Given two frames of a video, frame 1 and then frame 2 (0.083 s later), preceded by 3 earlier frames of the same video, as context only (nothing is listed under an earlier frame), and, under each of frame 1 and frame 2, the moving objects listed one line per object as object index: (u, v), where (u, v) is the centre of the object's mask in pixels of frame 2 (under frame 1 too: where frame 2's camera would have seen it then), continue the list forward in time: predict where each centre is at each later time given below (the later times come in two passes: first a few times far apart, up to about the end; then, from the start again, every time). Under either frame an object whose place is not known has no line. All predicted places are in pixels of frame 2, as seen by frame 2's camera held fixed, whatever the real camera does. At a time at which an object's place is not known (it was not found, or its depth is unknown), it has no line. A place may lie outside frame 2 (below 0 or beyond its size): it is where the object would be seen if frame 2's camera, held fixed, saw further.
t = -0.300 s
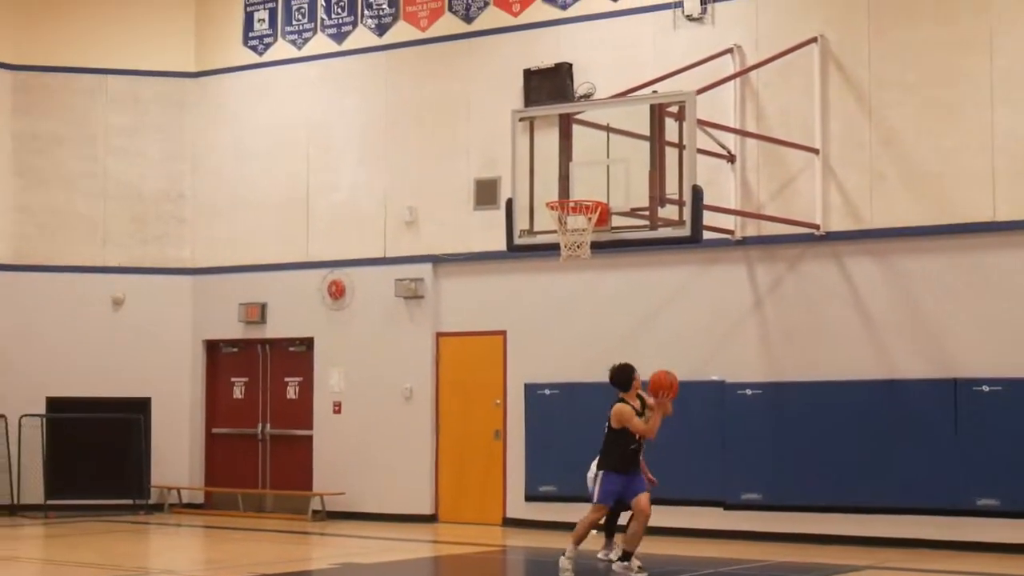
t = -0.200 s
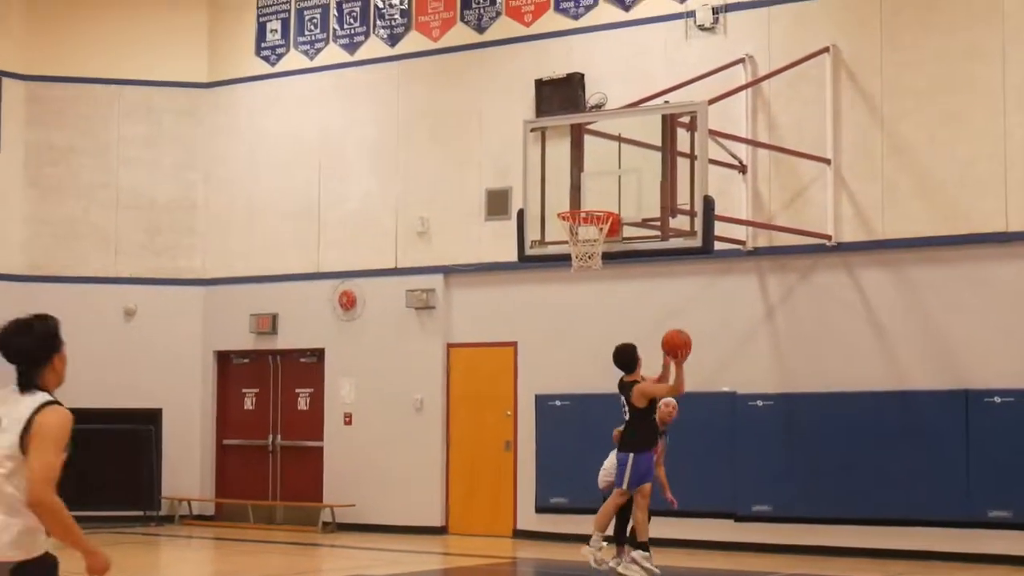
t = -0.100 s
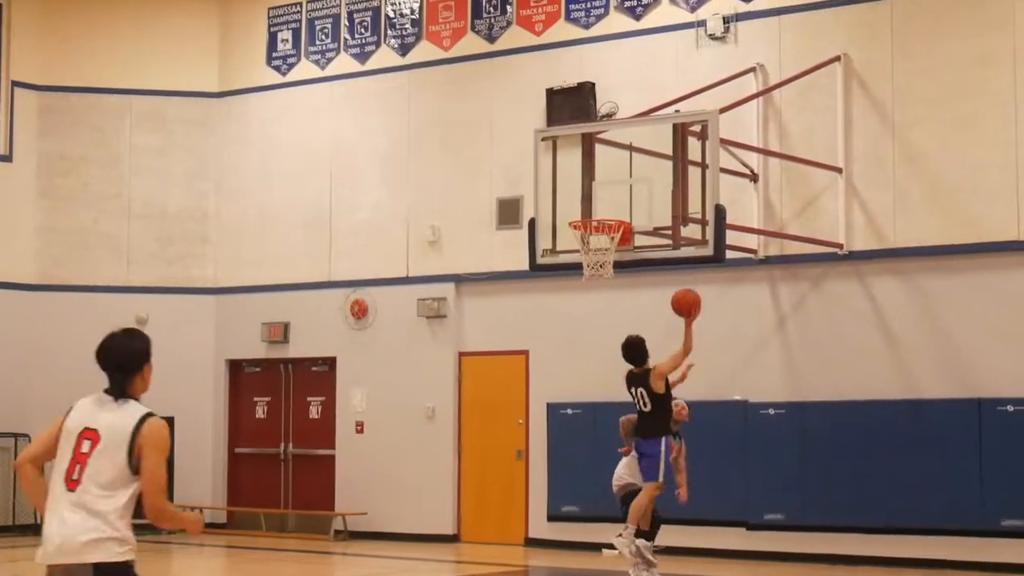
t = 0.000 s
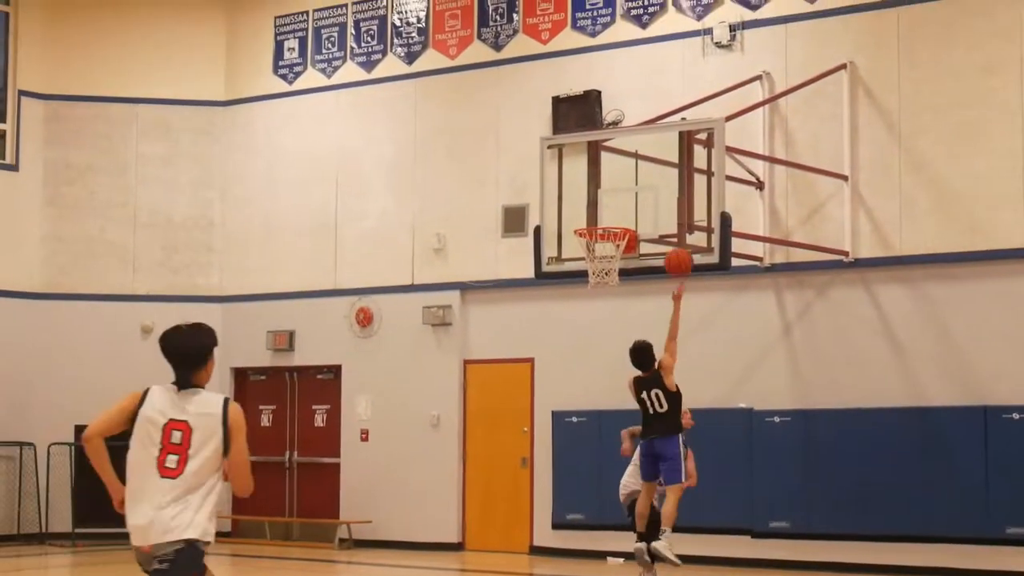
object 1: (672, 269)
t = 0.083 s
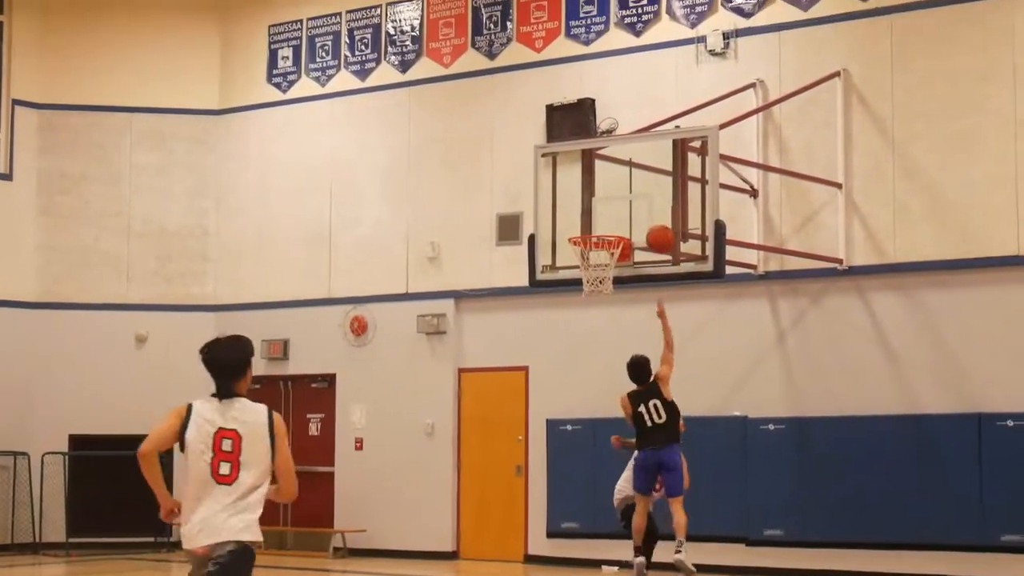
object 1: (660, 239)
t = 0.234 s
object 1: (639, 204)
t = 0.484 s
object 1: (596, 211)
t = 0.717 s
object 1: (606, 229)
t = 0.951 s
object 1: (591, 268)
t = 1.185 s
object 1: (588, 315)
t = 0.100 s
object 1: (657, 233)
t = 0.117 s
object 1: (655, 229)
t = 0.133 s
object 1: (652, 224)
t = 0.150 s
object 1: (650, 220)
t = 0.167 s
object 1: (648, 216)
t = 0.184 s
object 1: (645, 213)
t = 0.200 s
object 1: (643, 209)
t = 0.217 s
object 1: (641, 207)
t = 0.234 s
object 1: (639, 204)
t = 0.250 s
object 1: (636, 202)
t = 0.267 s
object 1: (634, 201)
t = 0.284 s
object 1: (631, 200)
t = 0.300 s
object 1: (628, 199)
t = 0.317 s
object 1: (625, 199)
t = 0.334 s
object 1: (622, 198)
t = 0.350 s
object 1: (620, 199)
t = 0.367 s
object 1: (617, 199)
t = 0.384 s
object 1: (614, 200)
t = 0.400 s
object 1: (611, 200)
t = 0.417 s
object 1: (608, 202)
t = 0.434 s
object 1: (605, 203)
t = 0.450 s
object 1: (603, 206)
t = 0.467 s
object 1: (600, 208)
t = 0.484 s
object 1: (596, 211)
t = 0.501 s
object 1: (594, 213)
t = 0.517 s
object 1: (592, 217)
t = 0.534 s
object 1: (589, 220)
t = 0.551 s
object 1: (586, 223)
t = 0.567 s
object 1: (583, 226)
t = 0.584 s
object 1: (582, 227)
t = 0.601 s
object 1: (585, 227)
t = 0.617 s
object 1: (589, 227)
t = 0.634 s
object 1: (593, 226)
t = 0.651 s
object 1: (596, 227)
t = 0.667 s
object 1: (600, 228)
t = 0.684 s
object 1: (604, 229)
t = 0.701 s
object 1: (606, 229)
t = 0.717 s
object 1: (606, 229)
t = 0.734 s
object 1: (605, 230)
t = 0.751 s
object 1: (604, 231)
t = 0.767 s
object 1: (604, 231)
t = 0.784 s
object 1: (603, 232)
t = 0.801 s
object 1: (601, 233)
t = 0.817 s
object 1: (600, 251)
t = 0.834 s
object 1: (599, 250)
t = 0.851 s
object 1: (598, 252)
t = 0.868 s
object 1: (599, 254)
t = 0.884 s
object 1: (598, 255)
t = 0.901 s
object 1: (597, 258)
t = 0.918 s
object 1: (595, 263)
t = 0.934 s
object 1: (593, 266)
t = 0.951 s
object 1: (591, 268)
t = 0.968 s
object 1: (590, 270)
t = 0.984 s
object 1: (589, 274)
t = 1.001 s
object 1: (589, 276)
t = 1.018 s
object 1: (587, 278)
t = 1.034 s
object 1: (587, 290)
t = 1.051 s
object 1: (588, 291)
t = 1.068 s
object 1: (588, 293)
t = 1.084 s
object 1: (587, 295)
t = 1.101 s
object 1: (587, 296)
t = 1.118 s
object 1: (587, 297)
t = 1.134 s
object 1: (585, 300)
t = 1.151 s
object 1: (587, 306)
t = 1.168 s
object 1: (588, 309)
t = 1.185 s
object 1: (588, 315)
